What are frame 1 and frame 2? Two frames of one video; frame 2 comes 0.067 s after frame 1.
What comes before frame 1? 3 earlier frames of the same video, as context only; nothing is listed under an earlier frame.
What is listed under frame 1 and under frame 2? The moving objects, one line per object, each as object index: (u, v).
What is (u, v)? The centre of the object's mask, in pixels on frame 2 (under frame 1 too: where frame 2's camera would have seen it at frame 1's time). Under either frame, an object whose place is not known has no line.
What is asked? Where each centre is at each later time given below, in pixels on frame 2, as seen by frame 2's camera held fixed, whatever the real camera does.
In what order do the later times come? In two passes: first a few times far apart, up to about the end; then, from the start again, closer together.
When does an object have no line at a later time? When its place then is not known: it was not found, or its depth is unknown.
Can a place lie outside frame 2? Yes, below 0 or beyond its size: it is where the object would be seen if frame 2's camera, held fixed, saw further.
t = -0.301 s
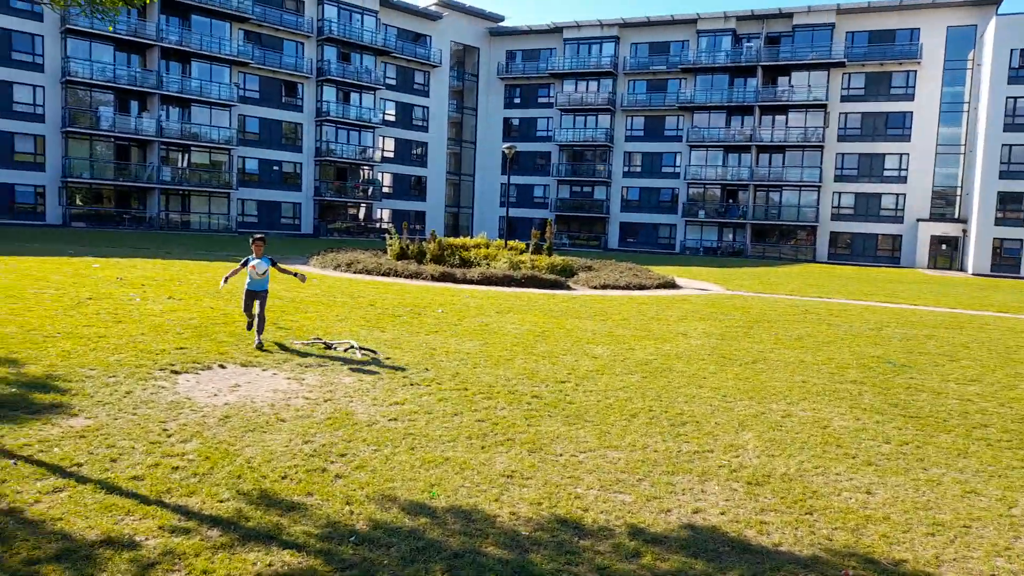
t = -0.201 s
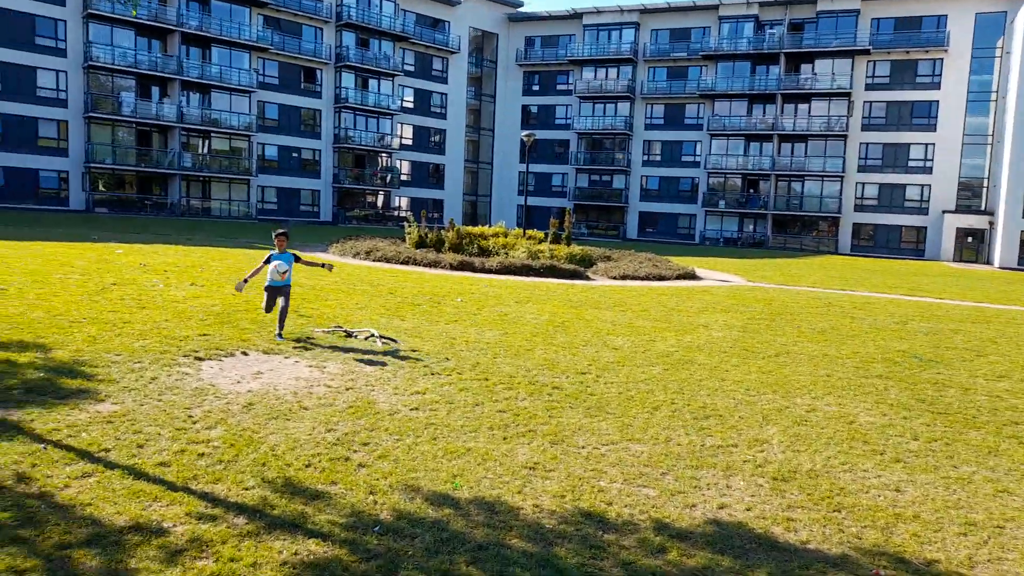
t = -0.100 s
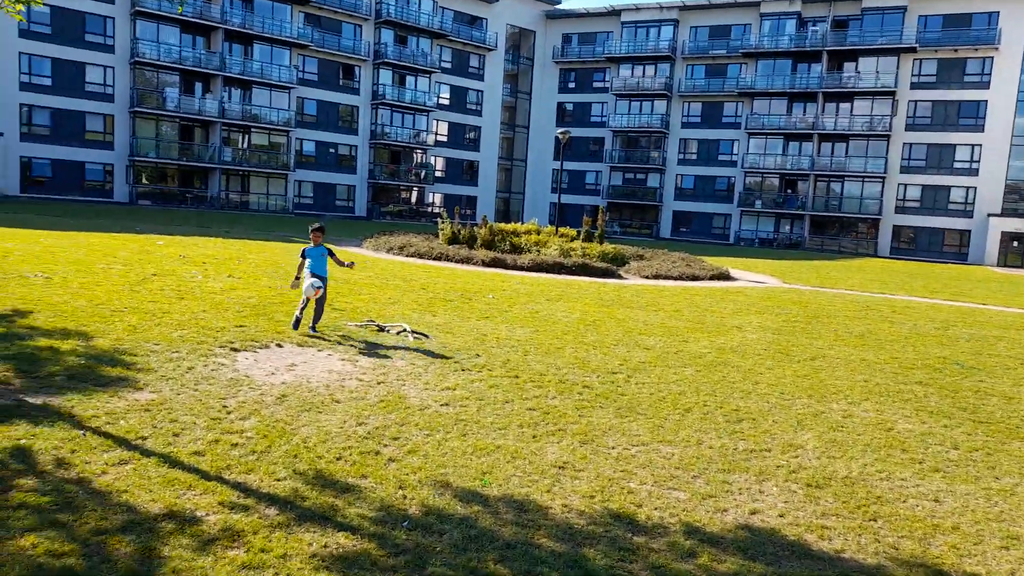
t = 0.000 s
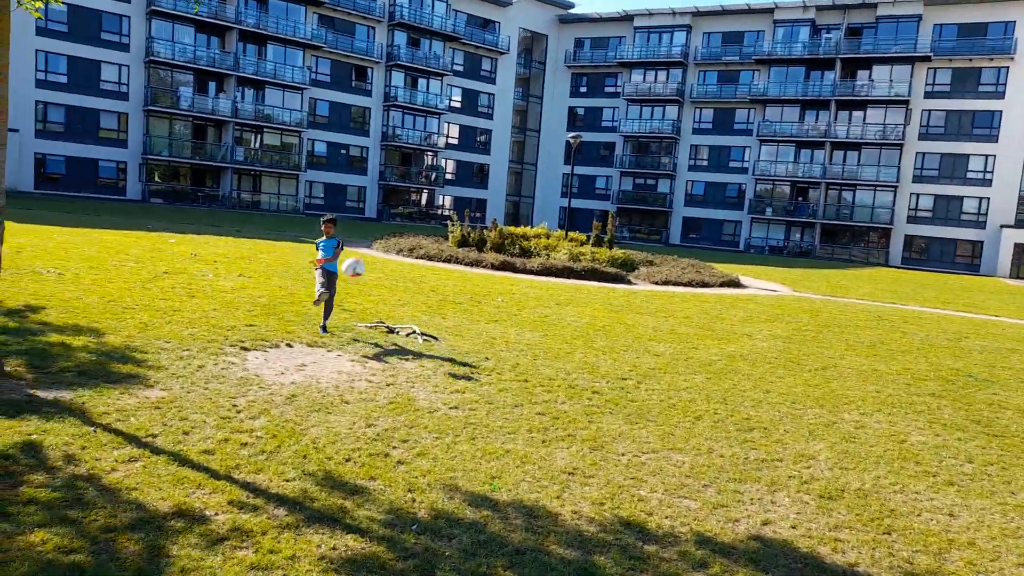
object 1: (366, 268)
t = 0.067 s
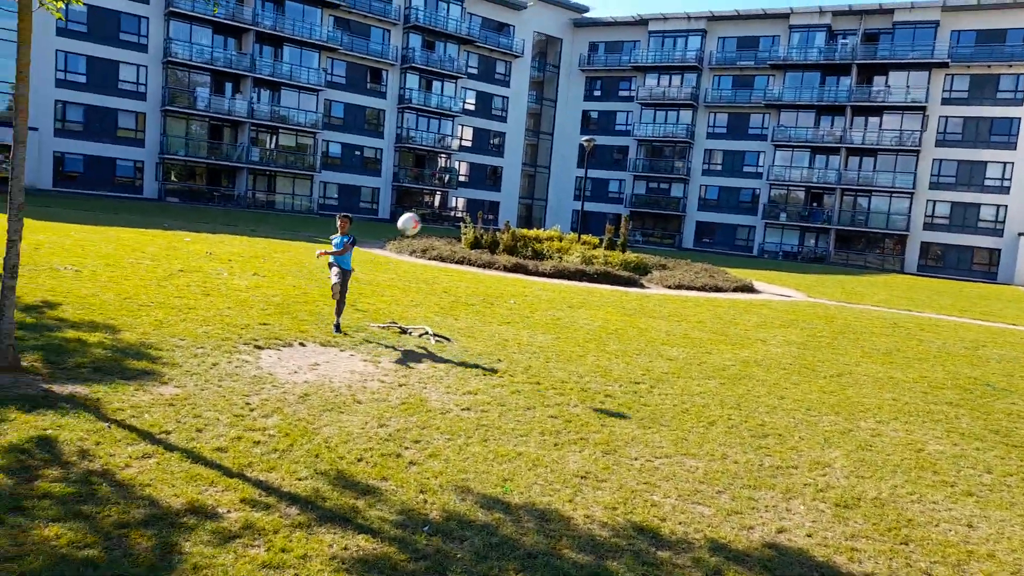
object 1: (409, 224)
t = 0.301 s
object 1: (588, 77)
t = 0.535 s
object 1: (832, -44)
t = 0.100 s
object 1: (432, 202)
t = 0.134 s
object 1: (455, 181)
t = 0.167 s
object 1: (479, 159)
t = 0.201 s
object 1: (504, 138)
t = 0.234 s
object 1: (532, 117)
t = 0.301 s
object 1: (588, 77)
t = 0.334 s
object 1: (618, 57)
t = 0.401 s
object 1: (683, 22)
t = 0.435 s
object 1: (718, 4)
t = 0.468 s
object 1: (754, -14)
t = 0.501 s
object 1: (792, -31)
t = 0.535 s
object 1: (832, -44)
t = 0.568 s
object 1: (869, -59)
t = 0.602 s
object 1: (908, -76)
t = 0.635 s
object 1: (952, -88)
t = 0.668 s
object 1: (1004, -99)
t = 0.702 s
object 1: (1058, -109)
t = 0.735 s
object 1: (1109, -117)
